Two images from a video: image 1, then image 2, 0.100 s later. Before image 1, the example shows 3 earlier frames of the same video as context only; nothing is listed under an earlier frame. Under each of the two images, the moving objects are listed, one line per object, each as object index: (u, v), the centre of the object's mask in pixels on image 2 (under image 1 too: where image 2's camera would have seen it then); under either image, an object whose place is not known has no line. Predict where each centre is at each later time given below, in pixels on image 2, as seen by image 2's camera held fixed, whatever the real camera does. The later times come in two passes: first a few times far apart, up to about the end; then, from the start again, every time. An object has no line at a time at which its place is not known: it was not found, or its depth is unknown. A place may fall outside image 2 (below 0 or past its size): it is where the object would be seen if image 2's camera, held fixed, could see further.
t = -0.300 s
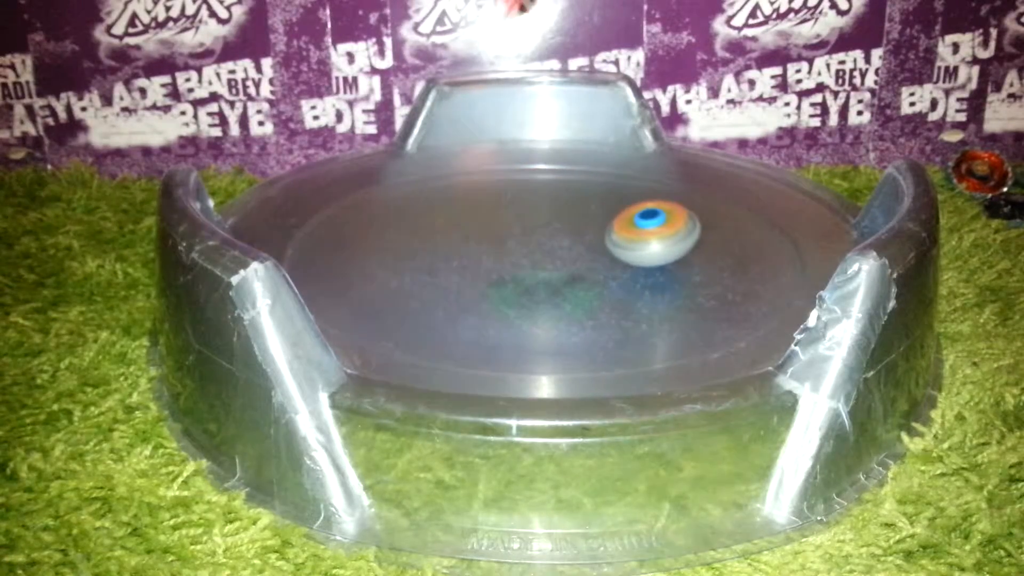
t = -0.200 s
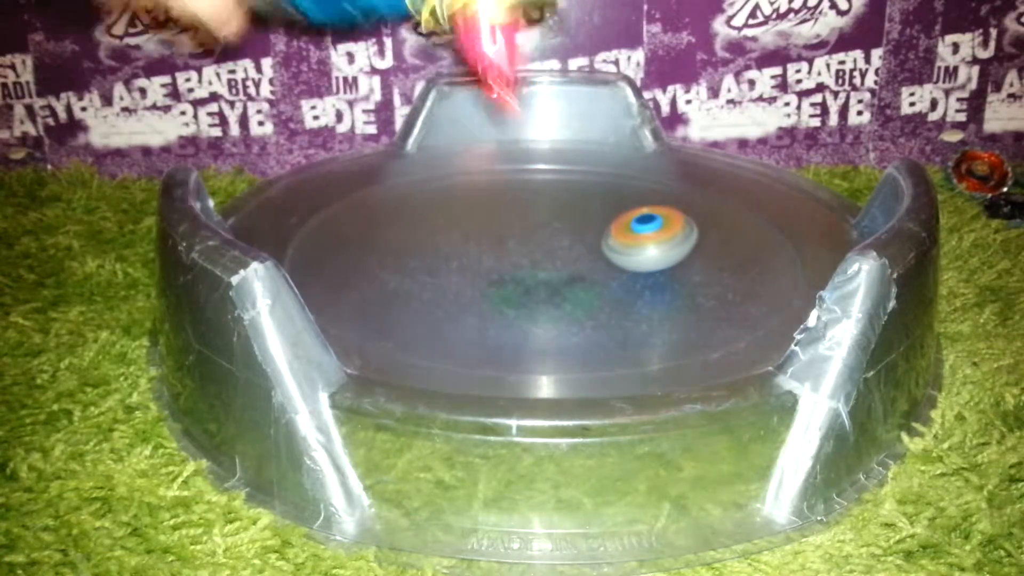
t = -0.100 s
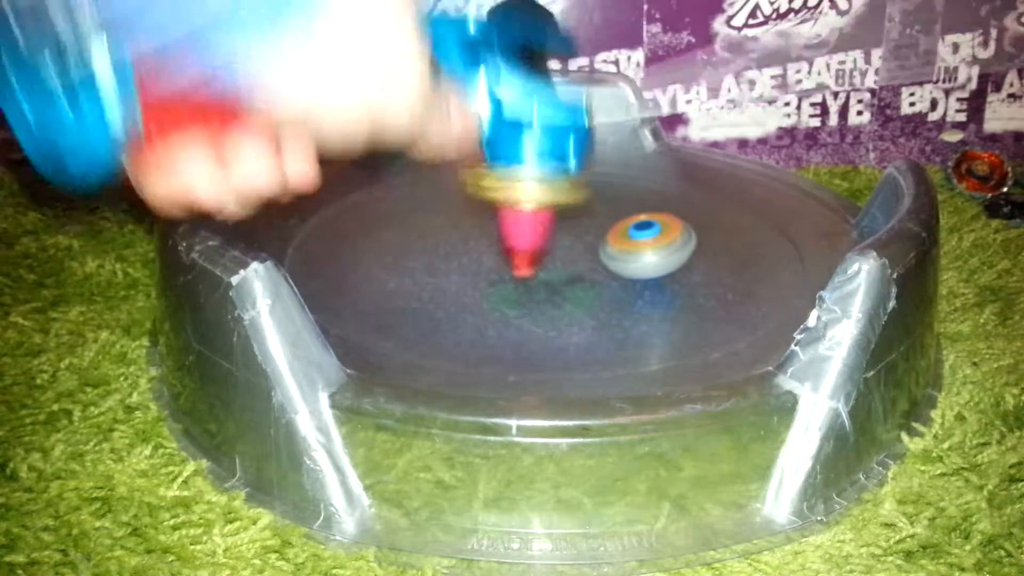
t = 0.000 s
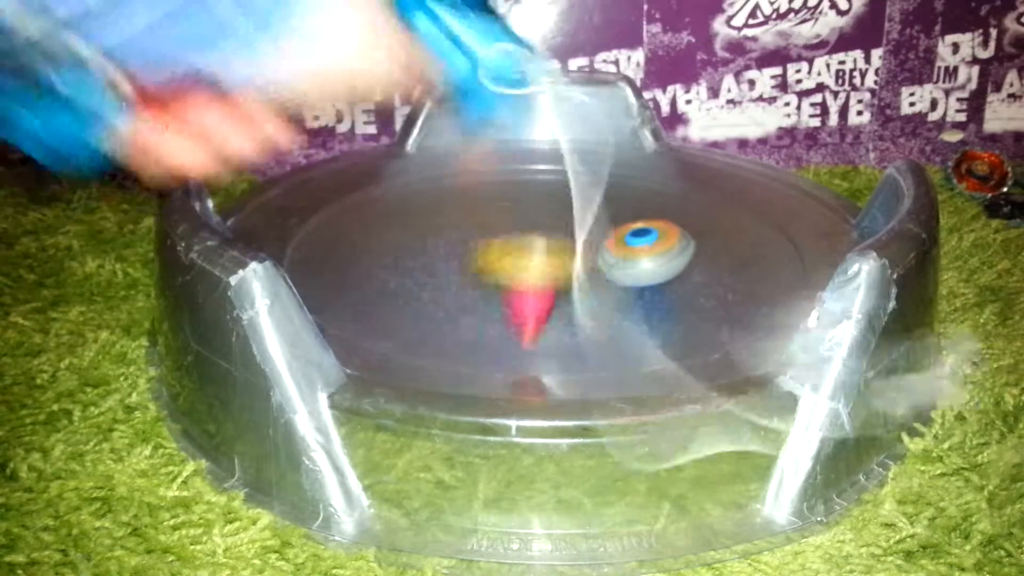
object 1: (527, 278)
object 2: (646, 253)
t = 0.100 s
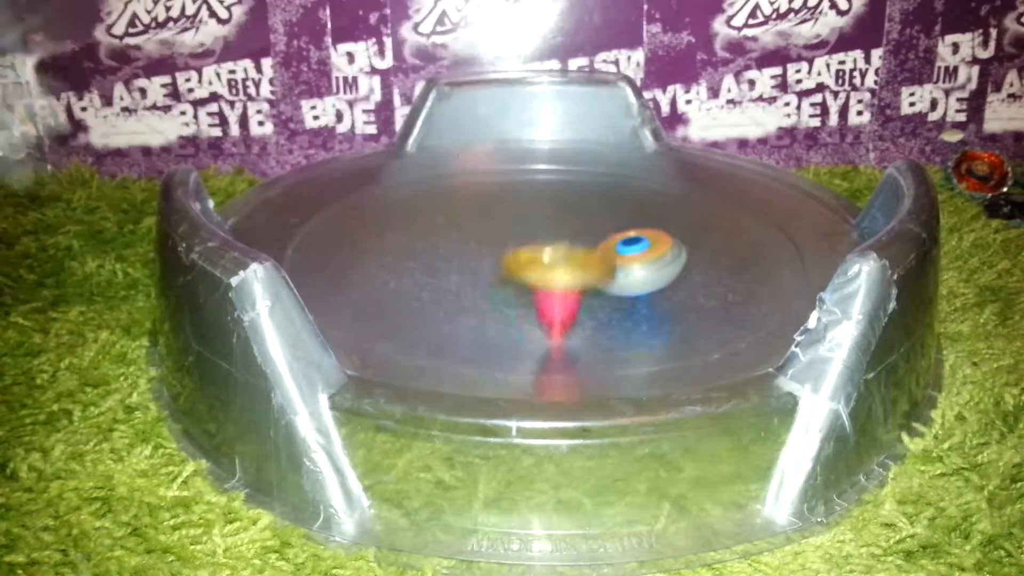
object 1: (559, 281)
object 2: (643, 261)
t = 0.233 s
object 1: (514, 241)
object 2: (635, 269)
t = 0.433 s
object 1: (294, 200)
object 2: (612, 280)
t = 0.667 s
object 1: (328, 263)
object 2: (585, 290)
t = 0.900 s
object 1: (519, 242)
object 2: (629, 275)
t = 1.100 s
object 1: (401, 167)
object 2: (574, 266)
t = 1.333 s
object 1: (231, 169)
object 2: (466, 264)
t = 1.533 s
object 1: (355, 222)
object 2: (421, 270)
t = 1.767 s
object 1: (488, 177)
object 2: (523, 292)
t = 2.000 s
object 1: (445, 138)
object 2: (517, 258)
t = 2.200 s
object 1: (460, 156)
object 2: (470, 234)
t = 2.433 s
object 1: (605, 199)
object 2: (419, 232)
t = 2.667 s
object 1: (653, 143)
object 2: (454, 250)
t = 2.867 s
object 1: (621, 153)
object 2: (513, 242)
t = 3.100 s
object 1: (664, 222)
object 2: (509, 223)
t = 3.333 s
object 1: (770, 192)
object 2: (515, 219)
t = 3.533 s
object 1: (737, 177)
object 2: (536, 221)
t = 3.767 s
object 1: (646, 260)
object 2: (573, 221)
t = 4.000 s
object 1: (731, 274)
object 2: (593, 224)
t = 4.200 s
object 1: (711, 279)
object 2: (607, 231)
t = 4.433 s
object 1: (619, 281)
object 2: (619, 231)
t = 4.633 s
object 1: (438, 271)
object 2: (627, 249)
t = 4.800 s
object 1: (370, 277)
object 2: (625, 255)
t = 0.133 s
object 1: (560, 268)
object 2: (640, 265)
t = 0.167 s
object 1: (552, 263)
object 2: (635, 266)
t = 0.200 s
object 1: (537, 251)
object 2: (636, 267)
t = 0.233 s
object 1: (514, 241)
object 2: (635, 269)
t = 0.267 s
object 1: (485, 234)
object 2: (632, 271)
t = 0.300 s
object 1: (452, 222)
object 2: (629, 273)
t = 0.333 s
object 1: (415, 216)
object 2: (625, 275)
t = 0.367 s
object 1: (376, 211)
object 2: (621, 276)
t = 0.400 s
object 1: (336, 206)
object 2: (617, 278)
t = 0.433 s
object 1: (294, 200)
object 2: (612, 280)
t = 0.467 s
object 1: (260, 197)
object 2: (608, 282)
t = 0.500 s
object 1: (260, 207)
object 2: (604, 283)
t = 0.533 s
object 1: (268, 217)
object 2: (600, 285)
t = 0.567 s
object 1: (271, 223)
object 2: (597, 287)
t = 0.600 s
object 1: (279, 231)
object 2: (593, 288)
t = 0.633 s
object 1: (299, 243)
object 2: (589, 289)
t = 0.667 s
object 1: (328, 263)
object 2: (585, 290)
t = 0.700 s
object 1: (372, 275)
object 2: (581, 290)
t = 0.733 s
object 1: (427, 282)
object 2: (577, 290)
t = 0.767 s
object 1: (481, 278)
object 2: (575, 291)
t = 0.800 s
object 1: (508, 251)
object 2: (590, 287)
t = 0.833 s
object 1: (512, 240)
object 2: (610, 283)
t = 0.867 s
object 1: (517, 248)
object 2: (623, 278)
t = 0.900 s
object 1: (519, 242)
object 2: (629, 275)
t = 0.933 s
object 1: (519, 232)
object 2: (630, 272)
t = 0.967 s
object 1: (512, 222)
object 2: (626, 270)
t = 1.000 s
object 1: (495, 208)
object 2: (617, 269)
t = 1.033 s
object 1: (471, 194)
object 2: (604, 268)
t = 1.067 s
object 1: (439, 181)
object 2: (590, 267)
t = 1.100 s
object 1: (401, 167)
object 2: (574, 266)
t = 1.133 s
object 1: (364, 156)
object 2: (558, 266)
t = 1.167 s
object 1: (334, 153)
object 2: (541, 265)
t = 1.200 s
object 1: (306, 161)
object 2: (524, 265)
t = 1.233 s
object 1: (278, 159)
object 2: (509, 264)
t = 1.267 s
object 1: (254, 158)
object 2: (493, 264)
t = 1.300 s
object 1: (237, 165)
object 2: (479, 264)
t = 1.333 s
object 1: (231, 169)
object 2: (466, 264)
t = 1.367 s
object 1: (234, 172)
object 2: (455, 264)
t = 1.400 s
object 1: (245, 181)
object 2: (445, 265)
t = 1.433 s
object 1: (263, 188)
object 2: (435, 266)
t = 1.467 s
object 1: (287, 198)
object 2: (428, 266)
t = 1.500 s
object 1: (318, 212)
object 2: (423, 267)
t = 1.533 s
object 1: (355, 222)
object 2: (421, 270)
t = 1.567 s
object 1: (383, 218)
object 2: (433, 278)
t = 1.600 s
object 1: (405, 219)
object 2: (455, 288)
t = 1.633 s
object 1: (430, 215)
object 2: (473, 293)
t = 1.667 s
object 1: (452, 209)
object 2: (490, 296)
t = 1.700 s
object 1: (469, 200)
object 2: (503, 297)
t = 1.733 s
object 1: (481, 189)
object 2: (515, 295)
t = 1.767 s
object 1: (488, 177)
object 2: (523, 292)
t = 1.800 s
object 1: (488, 163)
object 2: (529, 288)
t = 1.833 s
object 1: (484, 151)
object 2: (532, 284)
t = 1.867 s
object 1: (477, 139)
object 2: (533, 279)
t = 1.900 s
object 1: (468, 128)
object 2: (532, 274)
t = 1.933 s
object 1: (459, 134)
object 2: (528, 269)
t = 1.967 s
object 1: (451, 137)
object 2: (523, 264)
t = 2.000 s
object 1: (445, 138)
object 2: (517, 258)
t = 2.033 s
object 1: (442, 140)
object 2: (511, 253)
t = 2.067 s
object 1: (442, 140)
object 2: (504, 249)
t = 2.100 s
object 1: (444, 142)
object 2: (496, 245)
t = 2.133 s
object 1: (448, 144)
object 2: (487, 240)
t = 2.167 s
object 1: (454, 149)
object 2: (478, 237)
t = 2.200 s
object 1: (460, 156)
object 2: (470, 234)
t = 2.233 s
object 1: (469, 163)
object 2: (461, 232)
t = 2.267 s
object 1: (479, 172)
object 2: (452, 230)
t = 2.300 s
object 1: (495, 184)
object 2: (443, 229)
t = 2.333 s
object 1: (518, 194)
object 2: (435, 228)
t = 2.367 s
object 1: (544, 200)
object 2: (428, 228)
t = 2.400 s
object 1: (575, 202)
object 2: (422, 230)
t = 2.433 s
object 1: (605, 199)
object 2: (419, 232)
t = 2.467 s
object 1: (633, 191)
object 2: (417, 235)
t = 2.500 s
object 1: (655, 181)
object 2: (418, 237)
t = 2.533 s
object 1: (672, 169)
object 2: (421, 240)
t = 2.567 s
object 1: (686, 154)
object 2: (426, 243)
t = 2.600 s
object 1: (682, 140)
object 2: (434, 246)
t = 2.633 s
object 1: (665, 142)
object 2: (443, 248)
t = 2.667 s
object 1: (653, 143)
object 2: (454, 250)
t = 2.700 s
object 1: (646, 141)
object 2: (465, 251)
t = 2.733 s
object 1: (640, 140)
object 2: (475, 251)
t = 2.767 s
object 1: (633, 142)
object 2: (486, 250)
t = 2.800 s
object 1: (630, 144)
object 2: (496, 248)
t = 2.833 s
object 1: (626, 147)
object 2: (505, 246)
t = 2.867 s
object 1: (621, 153)
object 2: (513, 242)
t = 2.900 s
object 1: (613, 161)
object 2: (521, 239)
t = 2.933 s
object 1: (602, 171)
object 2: (528, 235)
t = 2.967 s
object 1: (590, 185)
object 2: (533, 232)
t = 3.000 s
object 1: (591, 189)
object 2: (533, 228)
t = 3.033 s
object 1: (614, 189)
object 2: (521, 226)
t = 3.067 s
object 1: (640, 208)
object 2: (513, 224)
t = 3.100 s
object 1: (664, 222)
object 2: (509, 223)
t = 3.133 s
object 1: (691, 224)
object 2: (509, 222)
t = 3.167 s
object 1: (715, 222)
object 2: (509, 221)
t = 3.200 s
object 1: (740, 218)
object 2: (510, 220)
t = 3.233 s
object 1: (770, 211)
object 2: (511, 220)
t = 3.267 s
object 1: (785, 196)
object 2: (511, 219)
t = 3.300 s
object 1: (777, 189)
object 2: (513, 218)
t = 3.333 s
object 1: (770, 192)
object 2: (515, 219)
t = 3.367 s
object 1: (771, 185)
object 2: (516, 219)
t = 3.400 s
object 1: (768, 179)
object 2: (519, 219)
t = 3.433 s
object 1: (765, 173)
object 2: (523, 219)
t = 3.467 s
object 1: (761, 171)
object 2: (527, 220)
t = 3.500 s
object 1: (752, 172)
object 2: (532, 221)
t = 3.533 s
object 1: (737, 177)
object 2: (536, 221)
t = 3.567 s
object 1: (721, 184)
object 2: (542, 222)
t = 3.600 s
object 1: (703, 195)
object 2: (547, 223)
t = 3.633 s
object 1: (684, 208)
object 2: (552, 223)
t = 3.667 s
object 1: (668, 222)
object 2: (557, 223)
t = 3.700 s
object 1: (656, 236)
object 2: (563, 223)
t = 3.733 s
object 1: (648, 248)
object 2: (568, 222)
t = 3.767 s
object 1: (646, 260)
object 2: (573, 221)
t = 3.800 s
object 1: (651, 269)
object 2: (579, 221)
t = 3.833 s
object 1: (664, 276)
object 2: (582, 221)
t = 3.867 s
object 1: (683, 282)
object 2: (585, 220)
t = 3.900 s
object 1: (708, 286)
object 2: (587, 221)
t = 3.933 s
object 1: (723, 272)
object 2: (590, 221)
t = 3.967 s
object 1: (729, 272)
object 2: (592, 223)
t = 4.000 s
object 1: (731, 274)
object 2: (593, 224)
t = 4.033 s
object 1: (732, 273)
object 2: (595, 225)
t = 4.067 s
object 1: (732, 272)
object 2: (599, 225)
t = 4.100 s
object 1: (730, 273)
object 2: (602, 226)
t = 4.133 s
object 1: (725, 275)
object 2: (603, 228)
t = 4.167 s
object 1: (719, 277)
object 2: (605, 229)
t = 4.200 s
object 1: (711, 279)
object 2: (607, 231)
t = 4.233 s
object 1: (703, 281)
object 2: (609, 232)
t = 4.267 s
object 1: (693, 282)
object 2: (610, 234)
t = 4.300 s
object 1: (682, 283)
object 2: (611, 235)
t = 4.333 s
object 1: (669, 284)
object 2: (612, 235)
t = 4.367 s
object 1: (655, 284)
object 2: (612, 234)
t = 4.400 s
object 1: (640, 283)
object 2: (614, 233)
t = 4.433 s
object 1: (619, 281)
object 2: (619, 231)
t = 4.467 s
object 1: (591, 279)
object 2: (629, 234)
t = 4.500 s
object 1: (561, 277)
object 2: (629, 242)
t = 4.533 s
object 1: (530, 275)
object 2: (626, 246)
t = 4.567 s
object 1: (497, 274)
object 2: (626, 247)
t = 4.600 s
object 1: (467, 271)
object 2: (627, 248)
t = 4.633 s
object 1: (438, 271)
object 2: (627, 249)
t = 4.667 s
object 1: (412, 271)
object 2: (627, 250)
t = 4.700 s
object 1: (391, 272)
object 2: (627, 251)
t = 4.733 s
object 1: (372, 274)
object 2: (627, 252)
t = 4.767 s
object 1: (356, 275)
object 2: (626, 254)
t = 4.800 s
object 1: (370, 277)
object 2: (625, 255)
